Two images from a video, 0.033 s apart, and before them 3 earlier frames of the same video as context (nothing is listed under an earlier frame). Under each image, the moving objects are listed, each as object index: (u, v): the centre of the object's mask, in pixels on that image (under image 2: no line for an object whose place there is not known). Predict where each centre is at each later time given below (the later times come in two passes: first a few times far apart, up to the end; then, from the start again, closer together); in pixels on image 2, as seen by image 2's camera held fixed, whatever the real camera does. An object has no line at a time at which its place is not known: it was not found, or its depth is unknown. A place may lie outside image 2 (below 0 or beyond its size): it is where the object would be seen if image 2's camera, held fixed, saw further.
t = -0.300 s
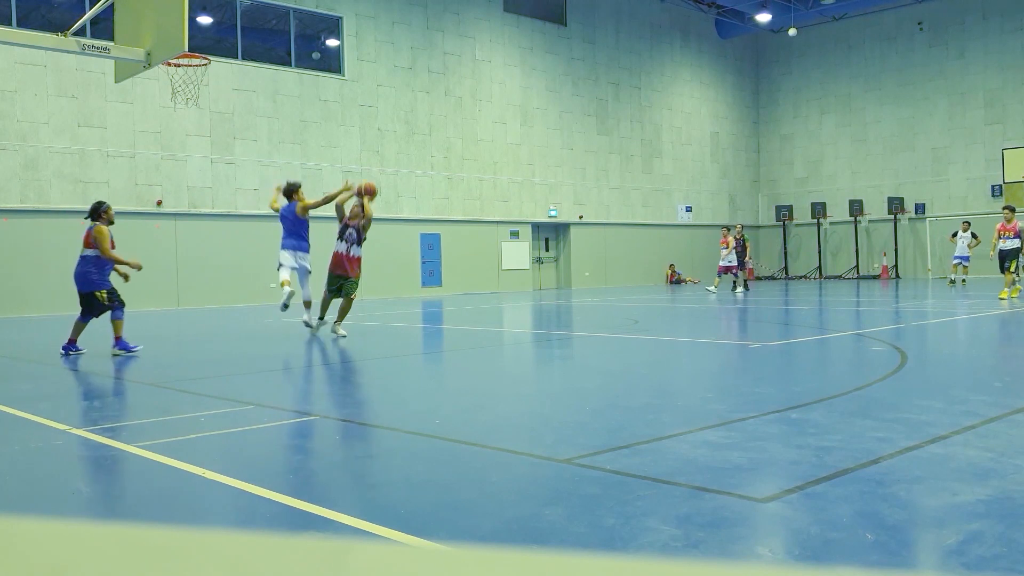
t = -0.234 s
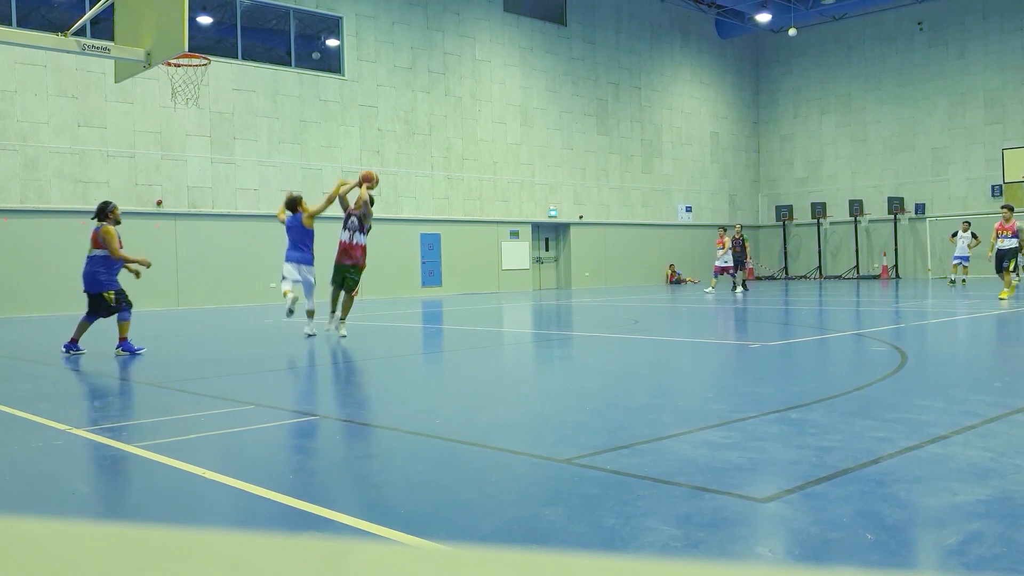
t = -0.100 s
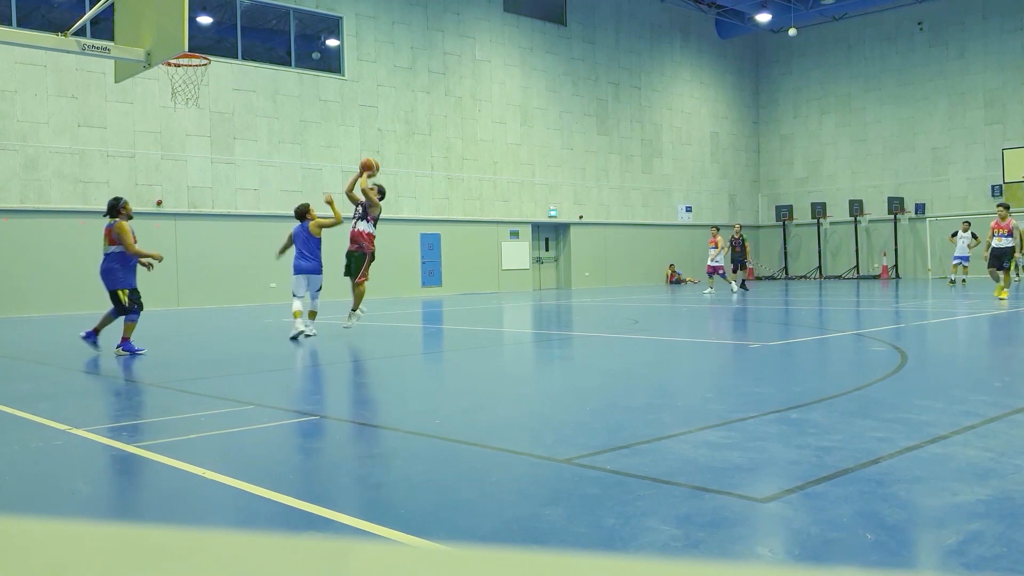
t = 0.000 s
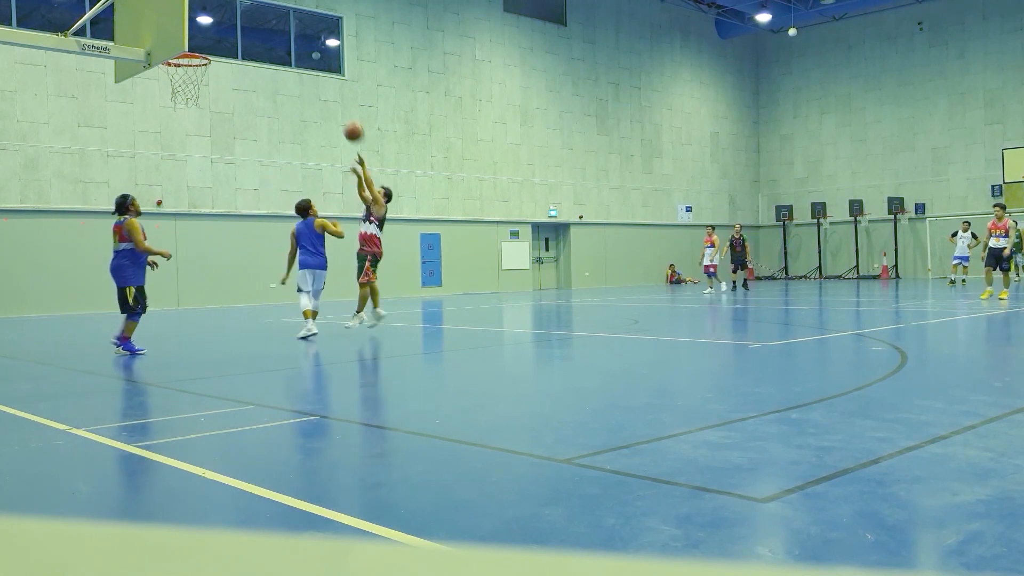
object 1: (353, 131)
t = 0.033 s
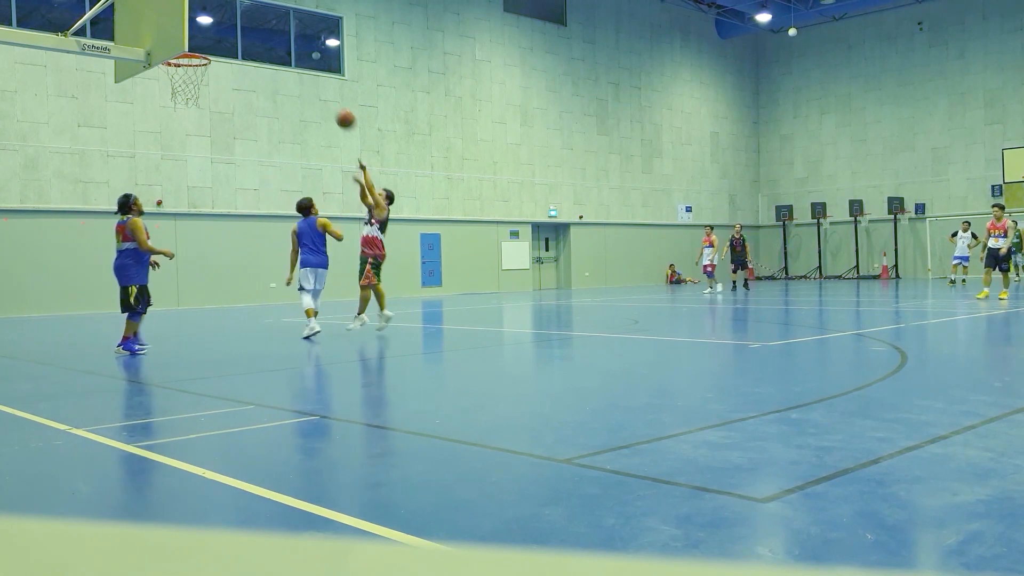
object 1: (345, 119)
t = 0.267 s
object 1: (290, 51)
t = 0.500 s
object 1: (232, 31)
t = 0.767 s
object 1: (177, 69)
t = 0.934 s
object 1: (198, 118)
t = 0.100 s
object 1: (330, 95)
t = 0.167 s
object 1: (313, 74)
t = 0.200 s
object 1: (305, 66)
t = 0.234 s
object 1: (298, 58)
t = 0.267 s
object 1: (290, 51)
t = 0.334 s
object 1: (273, 41)
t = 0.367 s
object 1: (265, 37)
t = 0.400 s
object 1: (257, 33)
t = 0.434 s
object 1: (249, 32)
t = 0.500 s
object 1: (232, 31)
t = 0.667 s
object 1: (195, 45)
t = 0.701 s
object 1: (185, 57)
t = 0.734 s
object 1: (176, 65)
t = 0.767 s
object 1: (177, 69)
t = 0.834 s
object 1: (186, 88)
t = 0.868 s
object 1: (190, 97)
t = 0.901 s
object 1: (194, 106)
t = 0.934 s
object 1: (198, 118)
